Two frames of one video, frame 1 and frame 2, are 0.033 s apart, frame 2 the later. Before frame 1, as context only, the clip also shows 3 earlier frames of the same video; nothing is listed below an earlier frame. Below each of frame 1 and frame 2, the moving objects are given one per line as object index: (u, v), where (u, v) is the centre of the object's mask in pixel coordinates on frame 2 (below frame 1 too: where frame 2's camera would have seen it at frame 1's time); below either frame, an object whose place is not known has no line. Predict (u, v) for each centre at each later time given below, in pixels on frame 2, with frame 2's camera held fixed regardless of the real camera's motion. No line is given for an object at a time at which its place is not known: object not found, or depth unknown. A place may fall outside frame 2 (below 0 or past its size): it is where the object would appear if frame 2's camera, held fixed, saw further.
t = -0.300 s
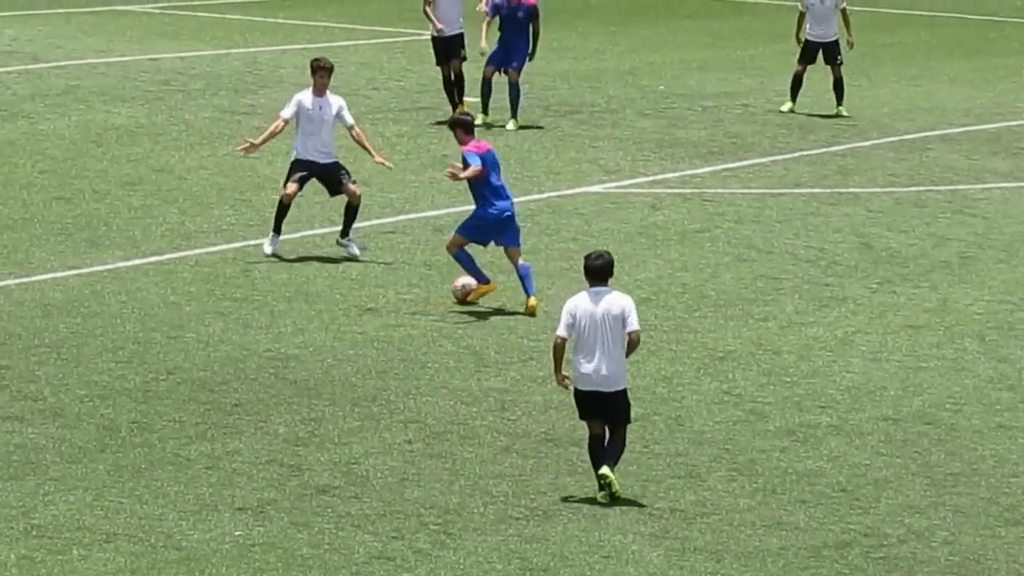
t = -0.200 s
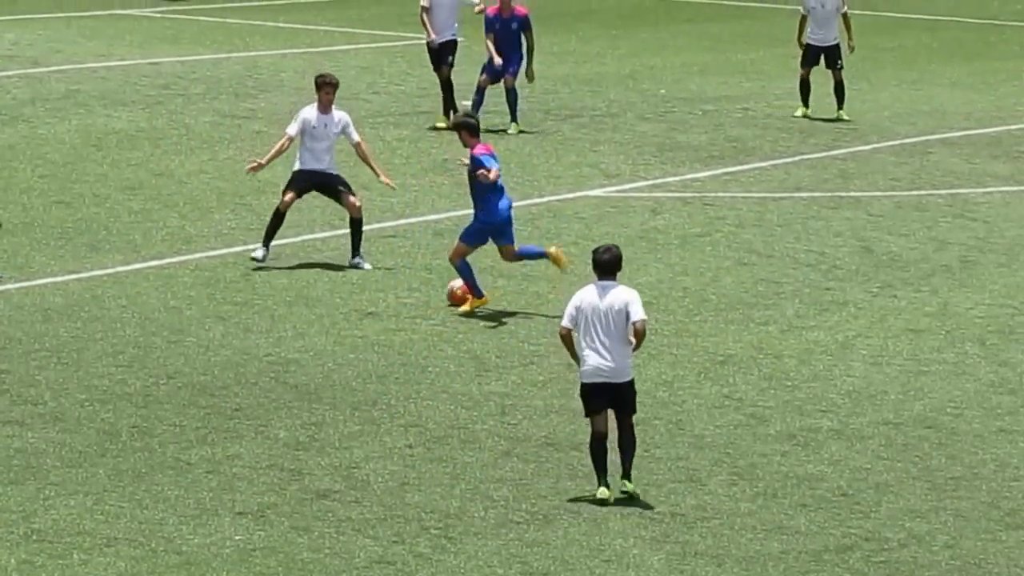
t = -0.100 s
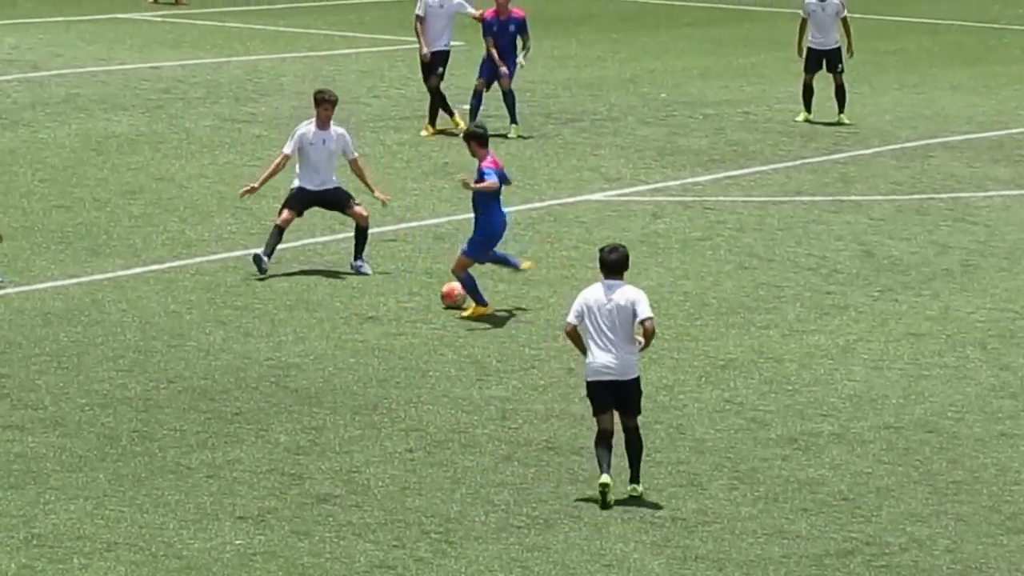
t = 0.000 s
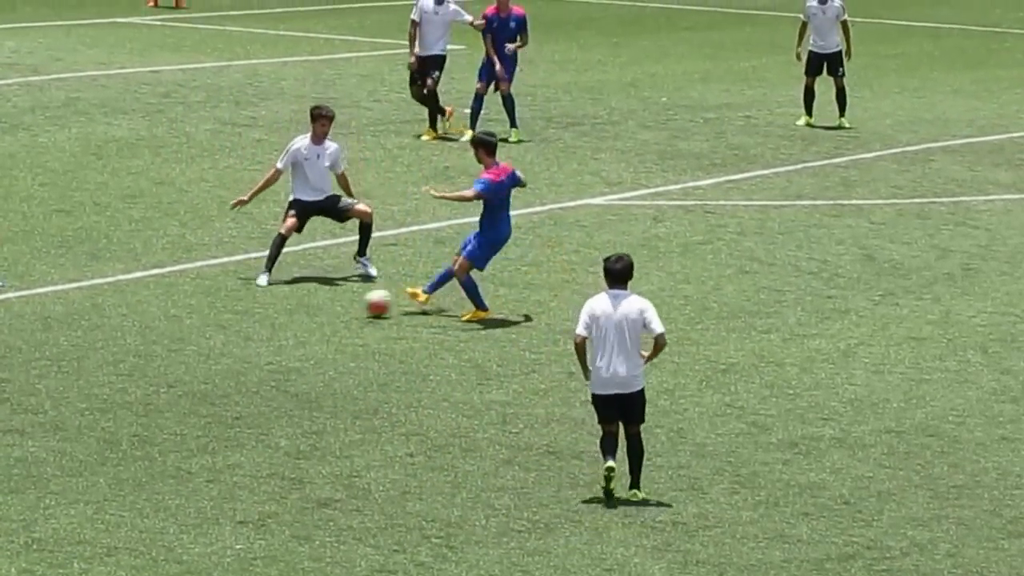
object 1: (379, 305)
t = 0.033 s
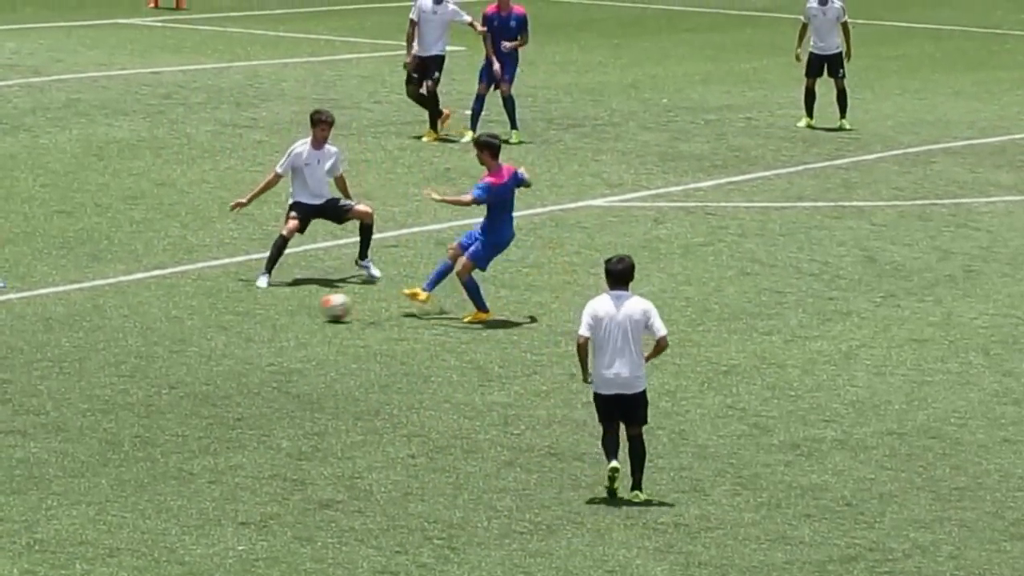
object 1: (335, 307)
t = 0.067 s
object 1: (292, 311)
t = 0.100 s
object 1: (250, 315)
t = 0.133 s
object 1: (209, 317)
